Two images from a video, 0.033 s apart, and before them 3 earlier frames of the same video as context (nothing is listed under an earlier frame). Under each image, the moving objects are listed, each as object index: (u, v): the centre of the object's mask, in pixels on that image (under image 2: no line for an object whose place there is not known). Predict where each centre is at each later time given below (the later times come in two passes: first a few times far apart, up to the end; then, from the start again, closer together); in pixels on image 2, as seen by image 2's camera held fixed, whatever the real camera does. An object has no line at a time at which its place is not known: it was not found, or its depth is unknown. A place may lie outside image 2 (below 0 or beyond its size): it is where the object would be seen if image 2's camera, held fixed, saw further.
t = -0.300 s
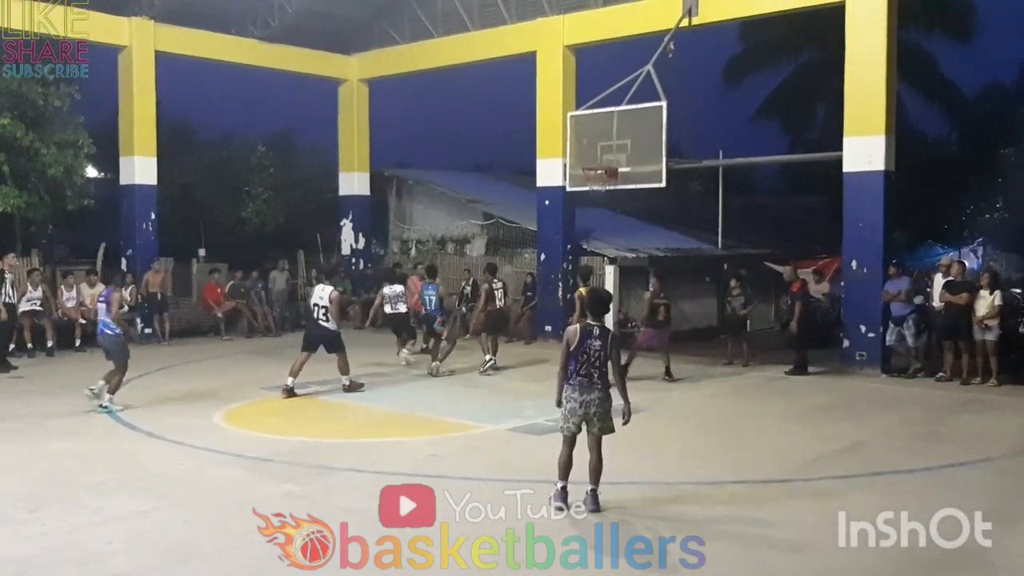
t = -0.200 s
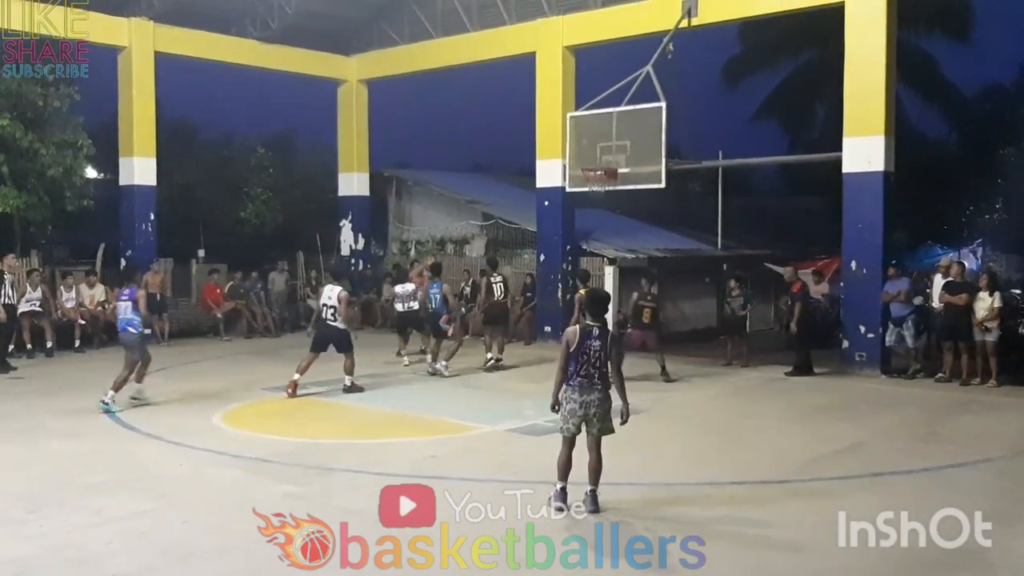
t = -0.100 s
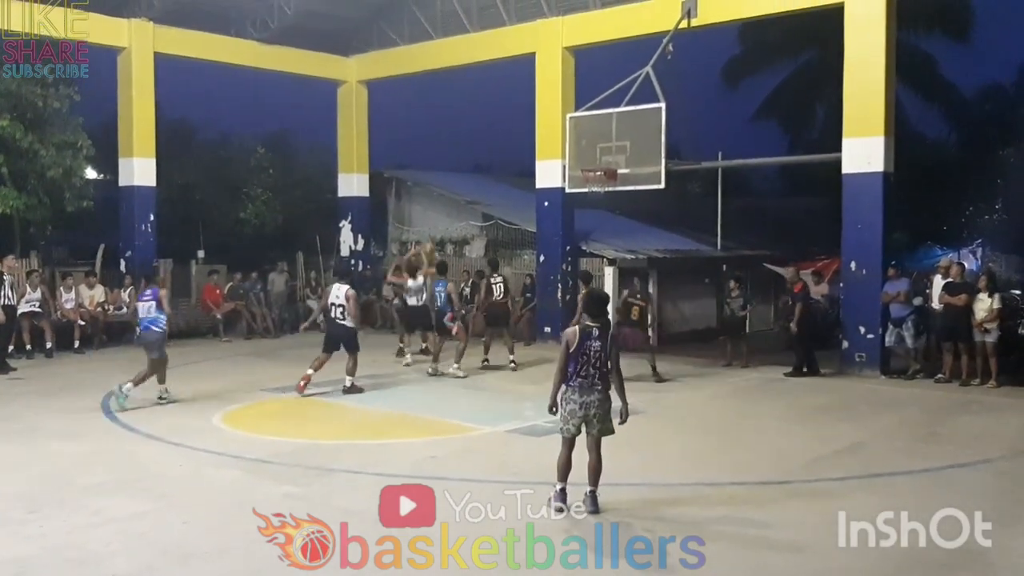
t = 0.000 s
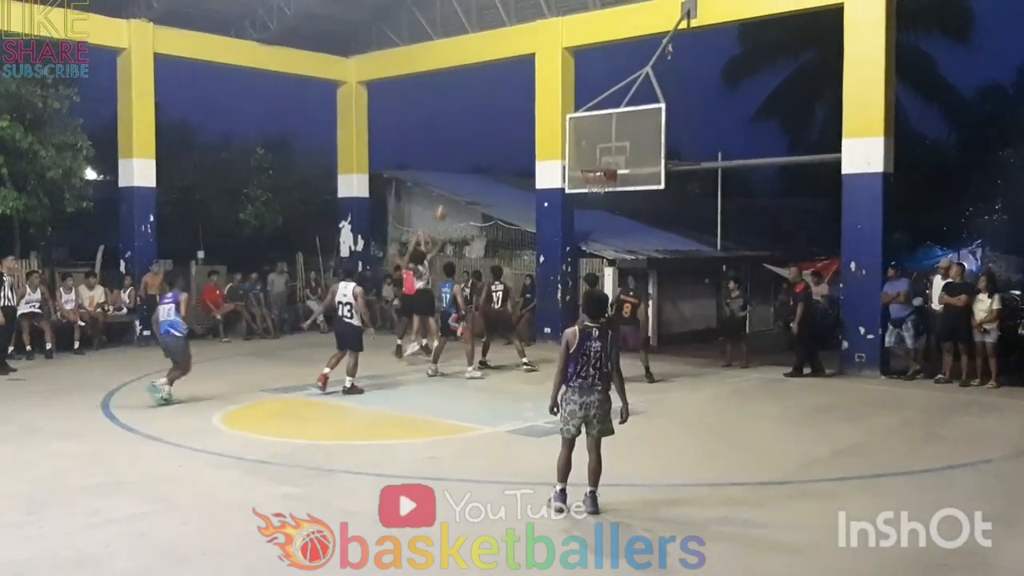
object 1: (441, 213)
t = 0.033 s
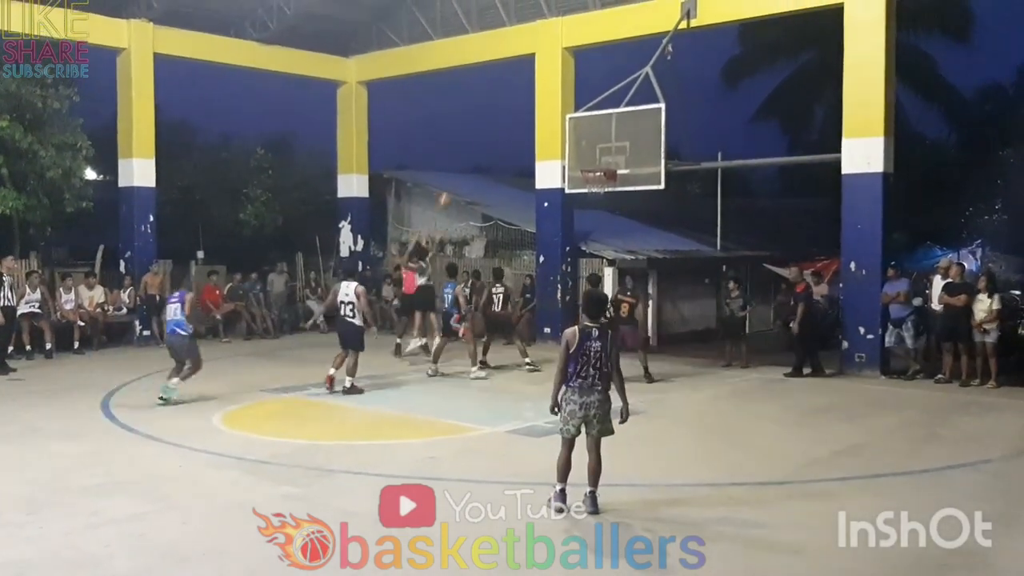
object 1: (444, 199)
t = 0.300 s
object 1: (483, 126)
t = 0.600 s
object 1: (531, 92)
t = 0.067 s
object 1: (449, 188)
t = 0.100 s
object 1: (454, 178)
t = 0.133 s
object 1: (459, 168)
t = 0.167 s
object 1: (464, 158)
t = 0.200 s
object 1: (468, 150)
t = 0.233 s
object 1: (474, 141)
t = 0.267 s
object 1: (479, 133)
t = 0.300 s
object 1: (483, 126)
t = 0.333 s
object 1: (488, 120)
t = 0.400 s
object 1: (499, 108)
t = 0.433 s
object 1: (504, 104)
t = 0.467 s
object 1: (509, 100)
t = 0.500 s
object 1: (514, 97)
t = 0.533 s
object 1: (519, 94)
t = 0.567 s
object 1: (525, 92)
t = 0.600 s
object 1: (531, 92)
